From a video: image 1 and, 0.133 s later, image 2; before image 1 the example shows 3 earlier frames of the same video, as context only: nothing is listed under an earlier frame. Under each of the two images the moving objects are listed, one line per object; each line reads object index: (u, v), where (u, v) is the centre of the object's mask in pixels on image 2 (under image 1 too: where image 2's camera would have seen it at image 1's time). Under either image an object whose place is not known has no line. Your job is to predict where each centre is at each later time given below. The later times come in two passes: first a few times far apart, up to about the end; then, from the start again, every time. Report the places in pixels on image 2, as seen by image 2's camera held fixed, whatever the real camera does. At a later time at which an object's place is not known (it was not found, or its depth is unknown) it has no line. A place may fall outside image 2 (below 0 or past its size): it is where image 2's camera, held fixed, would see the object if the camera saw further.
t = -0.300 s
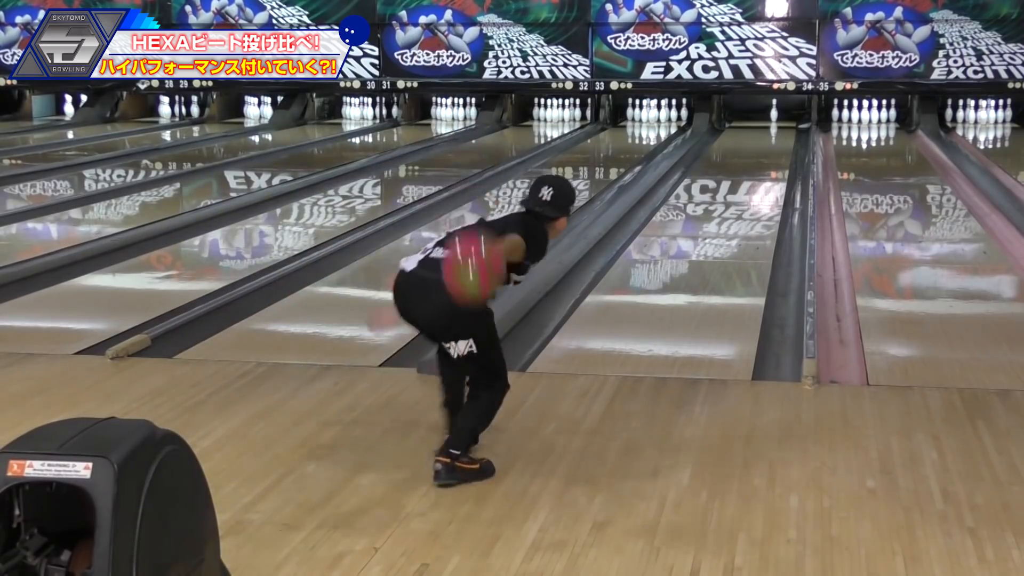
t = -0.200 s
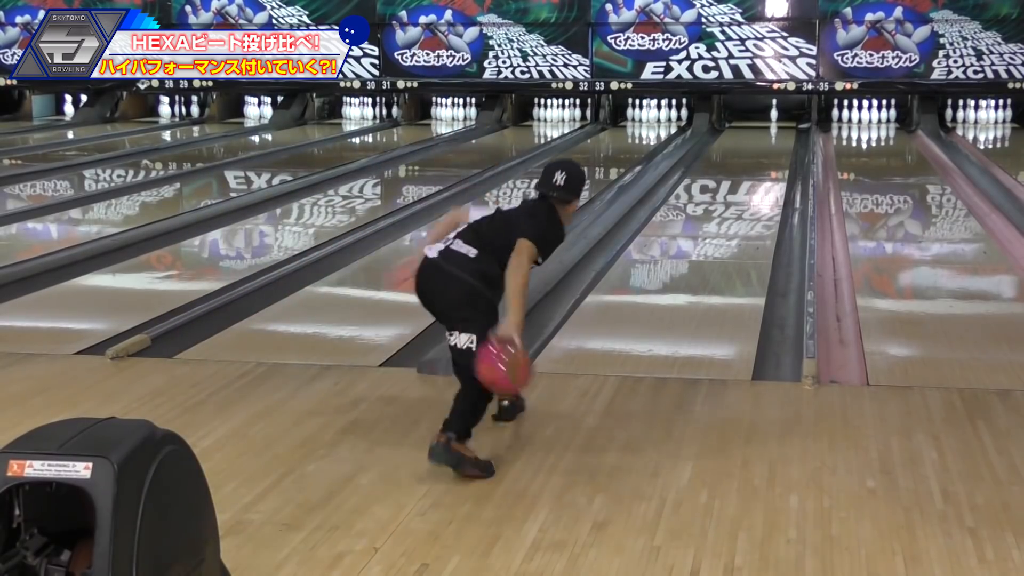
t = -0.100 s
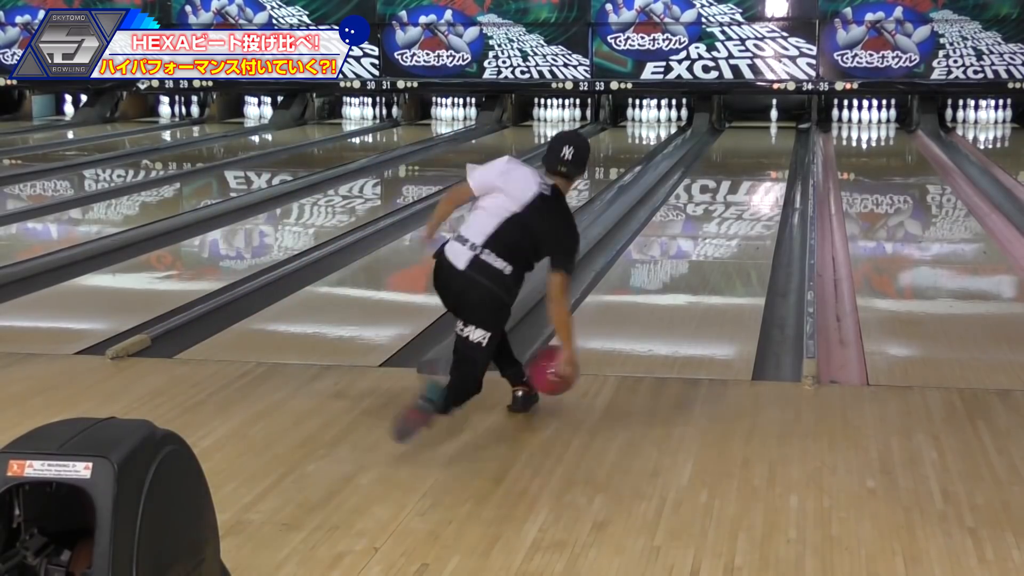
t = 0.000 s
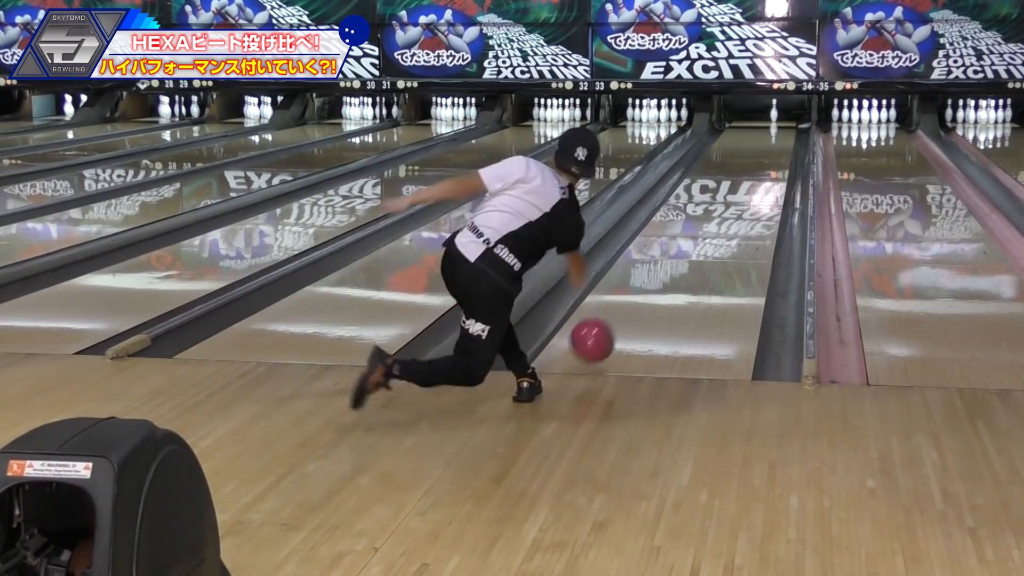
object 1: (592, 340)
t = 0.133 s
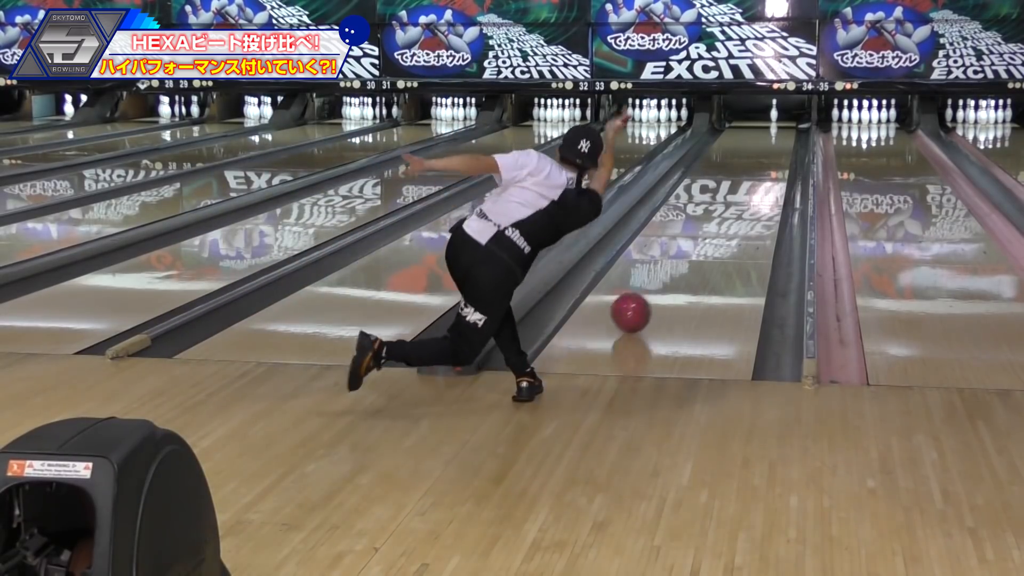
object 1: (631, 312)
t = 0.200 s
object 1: (647, 297)
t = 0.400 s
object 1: (686, 257)
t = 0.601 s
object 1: (714, 228)
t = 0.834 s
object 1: (738, 200)
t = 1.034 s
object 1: (755, 184)
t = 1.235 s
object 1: (767, 169)
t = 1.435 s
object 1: (777, 157)
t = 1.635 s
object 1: (785, 147)
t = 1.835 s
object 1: (789, 138)
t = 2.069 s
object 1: (791, 129)
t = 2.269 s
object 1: (790, 124)
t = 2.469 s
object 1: (785, 118)
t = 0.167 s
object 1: (639, 305)
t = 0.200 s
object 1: (647, 297)
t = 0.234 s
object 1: (655, 289)
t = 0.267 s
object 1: (662, 282)
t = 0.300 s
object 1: (668, 276)
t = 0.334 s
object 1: (674, 269)
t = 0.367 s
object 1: (680, 263)
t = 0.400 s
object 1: (686, 257)
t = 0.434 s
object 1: (692, 251)
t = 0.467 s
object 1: (696, 246)
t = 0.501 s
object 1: (701, 241)
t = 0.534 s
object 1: (706, 236)
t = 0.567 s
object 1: (710, 232)
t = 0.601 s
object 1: (714, 228)
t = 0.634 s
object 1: (718, 224)
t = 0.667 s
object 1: (722, 219)
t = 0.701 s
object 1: (726, 215)
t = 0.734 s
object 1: (729, 211)
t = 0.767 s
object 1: (732, 208)
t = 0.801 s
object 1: (736, 204)
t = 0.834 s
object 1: (738, 200)
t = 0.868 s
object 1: (741, 197)
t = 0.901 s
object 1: (745, 195)
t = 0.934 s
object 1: (748, 192)
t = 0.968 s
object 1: (749, 189)
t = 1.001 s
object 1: (752, 186)
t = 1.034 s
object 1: (755, 184)
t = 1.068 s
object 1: (757, 181)
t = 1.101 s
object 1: (759, 179)
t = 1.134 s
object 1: (761, 177)
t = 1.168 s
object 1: (763, 175)
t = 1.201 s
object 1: (766, 172)
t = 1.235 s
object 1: (767, 169)
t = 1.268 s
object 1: (769, 167)
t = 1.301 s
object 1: (770, 166)
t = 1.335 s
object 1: (773, 163)
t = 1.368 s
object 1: (774, 160)
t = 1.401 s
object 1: (776, 159)
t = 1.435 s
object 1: (777, 157)
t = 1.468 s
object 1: (778, 155)
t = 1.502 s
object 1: (780, 154)
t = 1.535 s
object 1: (781, 152)
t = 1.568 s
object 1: (782, 150)
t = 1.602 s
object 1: (784, 149)
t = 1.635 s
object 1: (785, 147)
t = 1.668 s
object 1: (786, 146)
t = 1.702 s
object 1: (786, 144)
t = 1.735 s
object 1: (787, 143)
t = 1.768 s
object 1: (788, 141)
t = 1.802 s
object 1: (788, 140)
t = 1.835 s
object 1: (789, 138)
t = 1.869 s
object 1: (789, 137)
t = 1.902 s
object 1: (790, 136)
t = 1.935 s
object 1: (790, 134)
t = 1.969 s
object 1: (790, 133)
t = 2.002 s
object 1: (790, 132)
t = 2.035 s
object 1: (791, 131)
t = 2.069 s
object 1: (791, 129)
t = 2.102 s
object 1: (791, 128)
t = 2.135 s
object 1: (791, 127)
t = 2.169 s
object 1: (791, 126)
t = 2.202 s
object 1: (790, 126)
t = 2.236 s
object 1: (790, 125)
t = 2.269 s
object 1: (790, 124)
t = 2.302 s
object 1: (790, 123)
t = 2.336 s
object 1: (789, 122)
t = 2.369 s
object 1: (789, 122)
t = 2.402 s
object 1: (788, 121)
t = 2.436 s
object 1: (787, 120)
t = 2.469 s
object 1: (785, 118)
